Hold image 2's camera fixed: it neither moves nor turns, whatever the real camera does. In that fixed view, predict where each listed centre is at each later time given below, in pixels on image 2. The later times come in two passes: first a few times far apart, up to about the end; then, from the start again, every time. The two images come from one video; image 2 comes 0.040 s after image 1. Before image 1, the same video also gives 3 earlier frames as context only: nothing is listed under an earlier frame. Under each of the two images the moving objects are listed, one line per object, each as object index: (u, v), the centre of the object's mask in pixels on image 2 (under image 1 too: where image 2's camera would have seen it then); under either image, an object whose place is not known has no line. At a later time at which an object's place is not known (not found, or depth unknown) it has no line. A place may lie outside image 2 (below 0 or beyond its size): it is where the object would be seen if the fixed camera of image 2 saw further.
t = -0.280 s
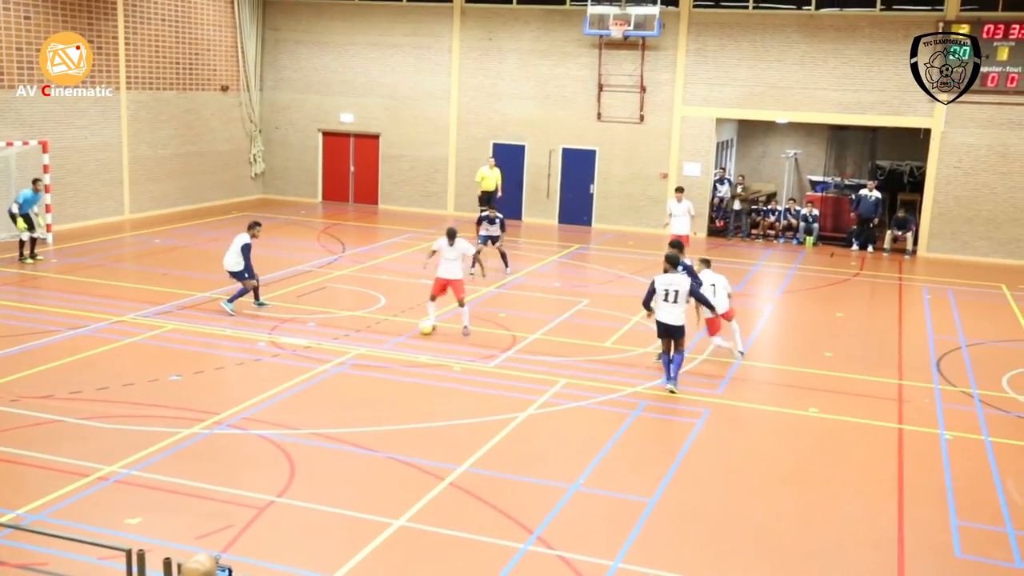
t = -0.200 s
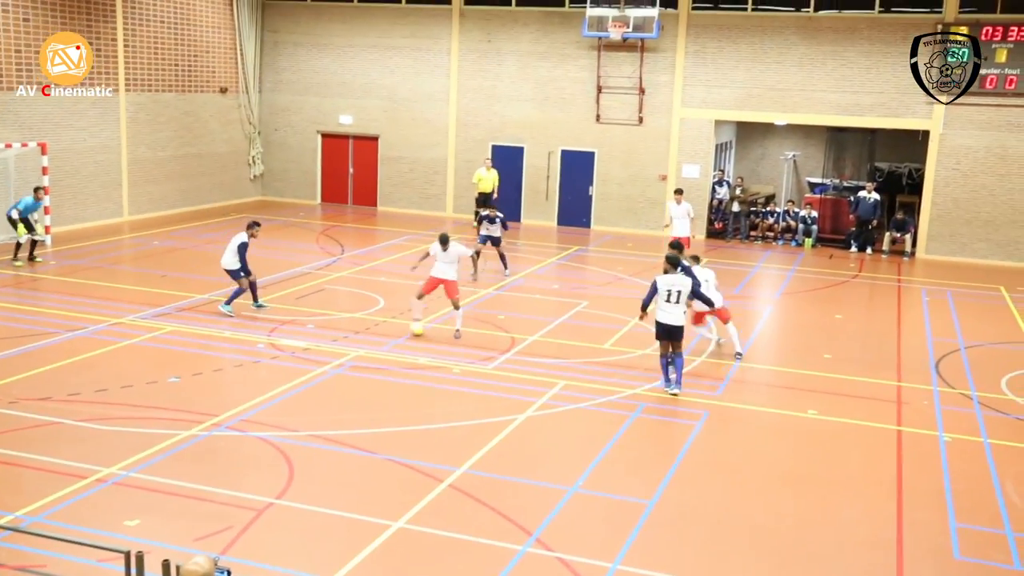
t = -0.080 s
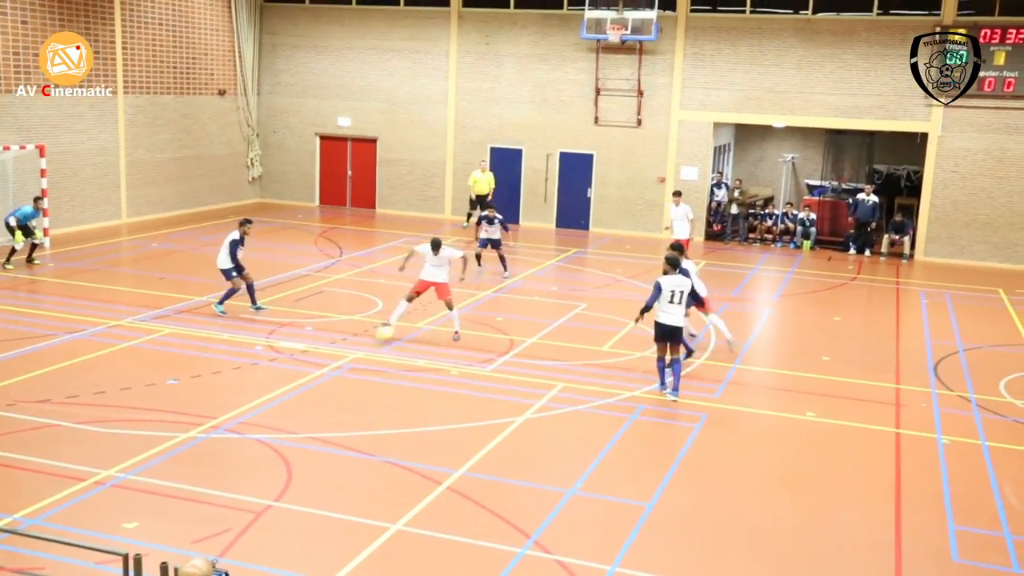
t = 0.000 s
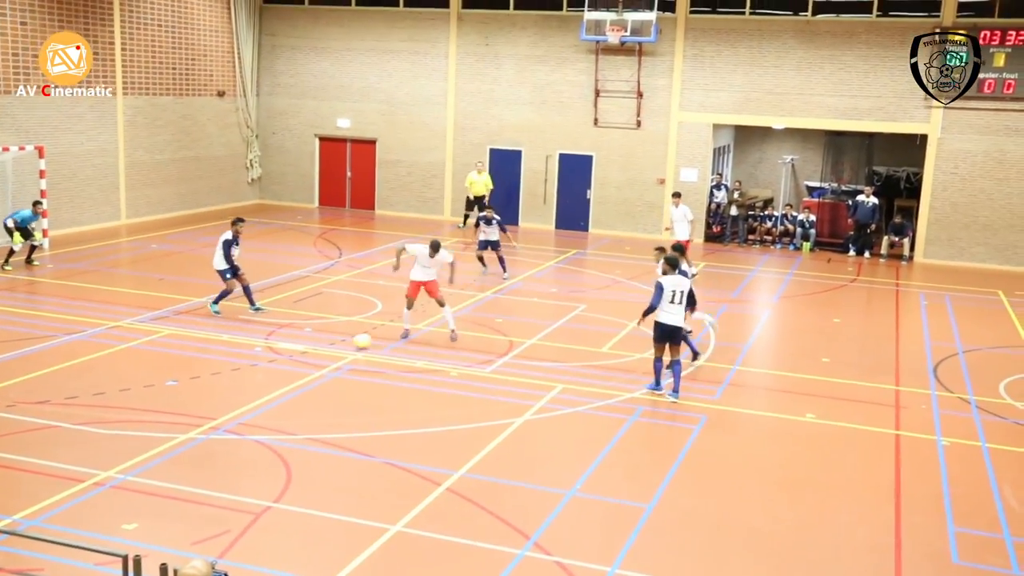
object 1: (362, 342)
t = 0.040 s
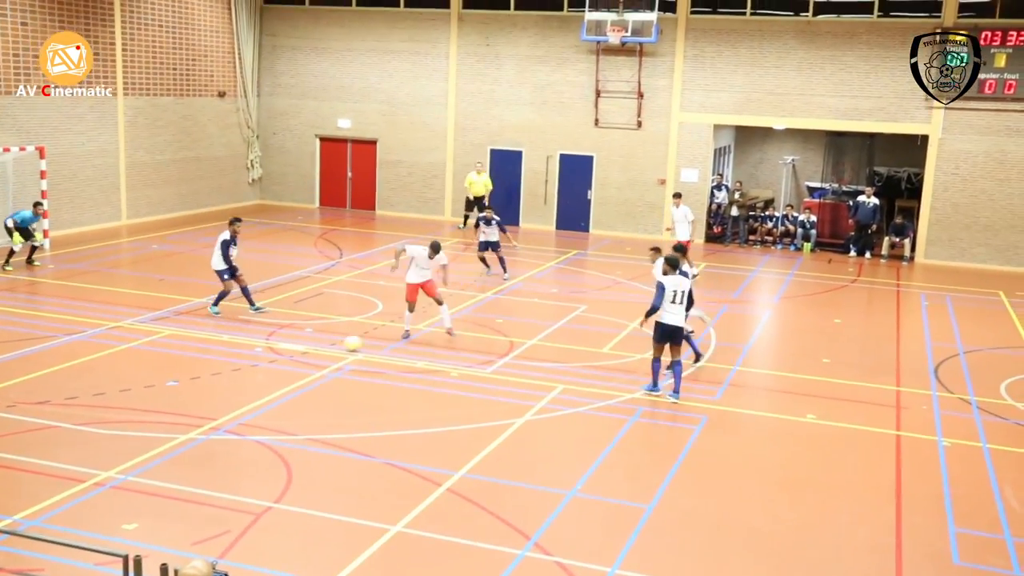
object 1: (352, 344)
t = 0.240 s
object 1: (304, 354)
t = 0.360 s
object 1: (279, 358)
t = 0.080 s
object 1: (342, 346)
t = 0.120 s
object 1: (332, 348)
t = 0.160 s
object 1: (322, 350)
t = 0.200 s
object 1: (313, 352)
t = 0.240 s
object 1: (304, 354)
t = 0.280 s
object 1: (296, 354)
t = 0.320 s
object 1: (287, 356)
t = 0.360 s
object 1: (279, 358)
